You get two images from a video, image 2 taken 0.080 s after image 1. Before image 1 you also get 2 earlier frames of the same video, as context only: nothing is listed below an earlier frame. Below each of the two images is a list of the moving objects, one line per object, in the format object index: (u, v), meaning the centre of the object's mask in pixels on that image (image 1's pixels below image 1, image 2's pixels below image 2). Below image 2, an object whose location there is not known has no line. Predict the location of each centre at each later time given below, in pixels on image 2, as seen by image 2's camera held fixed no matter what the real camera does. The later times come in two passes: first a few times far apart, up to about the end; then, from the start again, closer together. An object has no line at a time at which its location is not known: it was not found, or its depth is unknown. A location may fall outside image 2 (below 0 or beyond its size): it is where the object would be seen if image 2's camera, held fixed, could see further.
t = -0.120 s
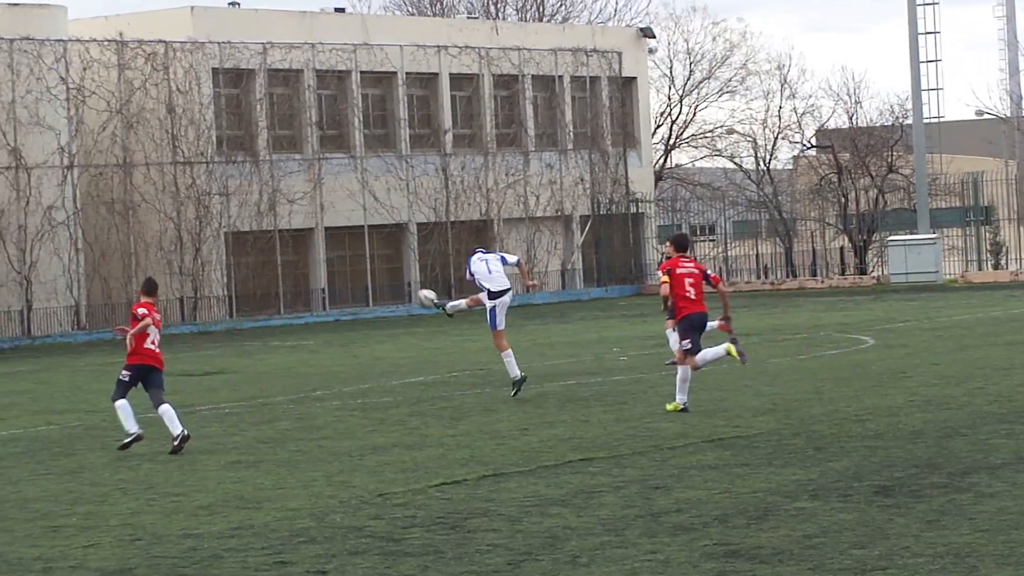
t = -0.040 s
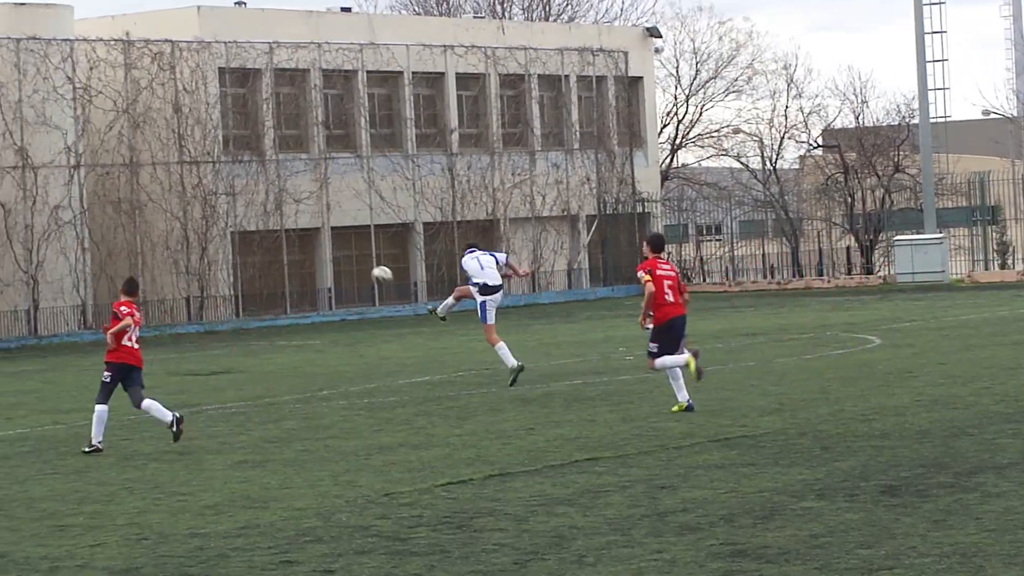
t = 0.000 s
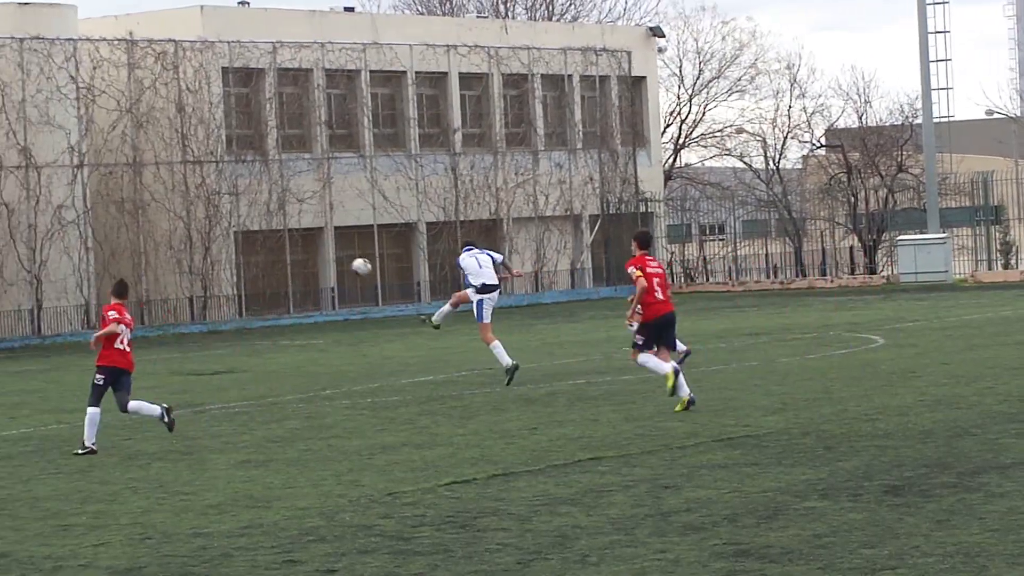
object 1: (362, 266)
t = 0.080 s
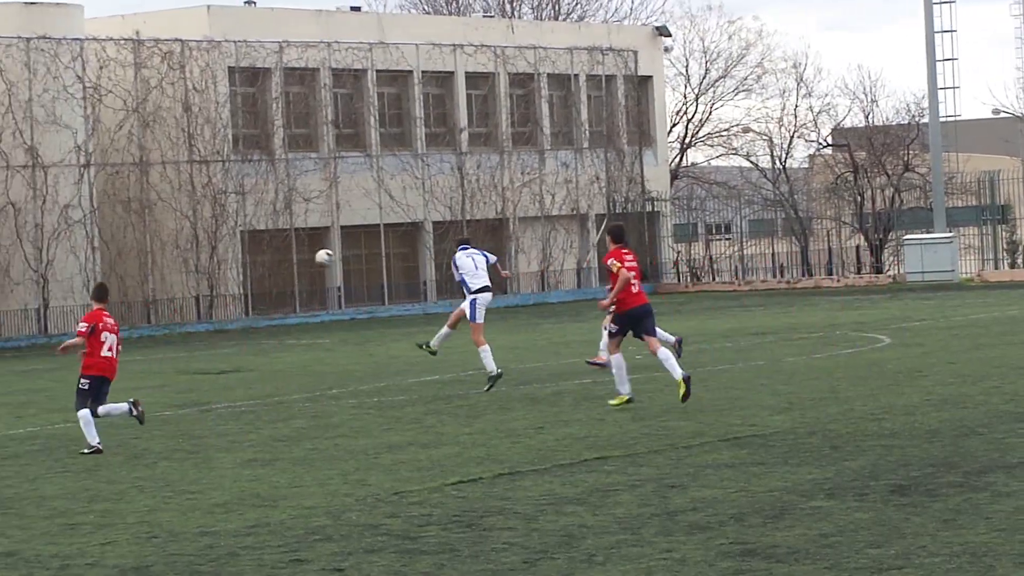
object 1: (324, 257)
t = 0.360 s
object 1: (207, 286)
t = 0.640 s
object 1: (127, 352)
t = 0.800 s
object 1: (108, 309)
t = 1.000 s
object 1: (87, 292)
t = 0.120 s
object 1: (305, 257)
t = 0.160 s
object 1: (286, 257)
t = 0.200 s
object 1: (270, 259)
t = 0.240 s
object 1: (252, 264)
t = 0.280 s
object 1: (236, 271)
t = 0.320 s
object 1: (221, 278)
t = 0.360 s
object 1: (207, 286)
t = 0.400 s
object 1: (193, 296)
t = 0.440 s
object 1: (180, 307)
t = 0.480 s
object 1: (168, 320)
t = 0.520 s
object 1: (155, 334)
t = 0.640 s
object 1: (127, 352)
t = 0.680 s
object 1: (121, 338)
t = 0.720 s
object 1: (116, 327)
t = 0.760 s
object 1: (111, 318)
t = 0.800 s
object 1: (108, 309)
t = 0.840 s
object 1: (103, 303)
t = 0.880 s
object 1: (99, 298)
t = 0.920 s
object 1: (95, 295)
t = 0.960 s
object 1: (91, 293)
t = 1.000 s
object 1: (87, 292)
